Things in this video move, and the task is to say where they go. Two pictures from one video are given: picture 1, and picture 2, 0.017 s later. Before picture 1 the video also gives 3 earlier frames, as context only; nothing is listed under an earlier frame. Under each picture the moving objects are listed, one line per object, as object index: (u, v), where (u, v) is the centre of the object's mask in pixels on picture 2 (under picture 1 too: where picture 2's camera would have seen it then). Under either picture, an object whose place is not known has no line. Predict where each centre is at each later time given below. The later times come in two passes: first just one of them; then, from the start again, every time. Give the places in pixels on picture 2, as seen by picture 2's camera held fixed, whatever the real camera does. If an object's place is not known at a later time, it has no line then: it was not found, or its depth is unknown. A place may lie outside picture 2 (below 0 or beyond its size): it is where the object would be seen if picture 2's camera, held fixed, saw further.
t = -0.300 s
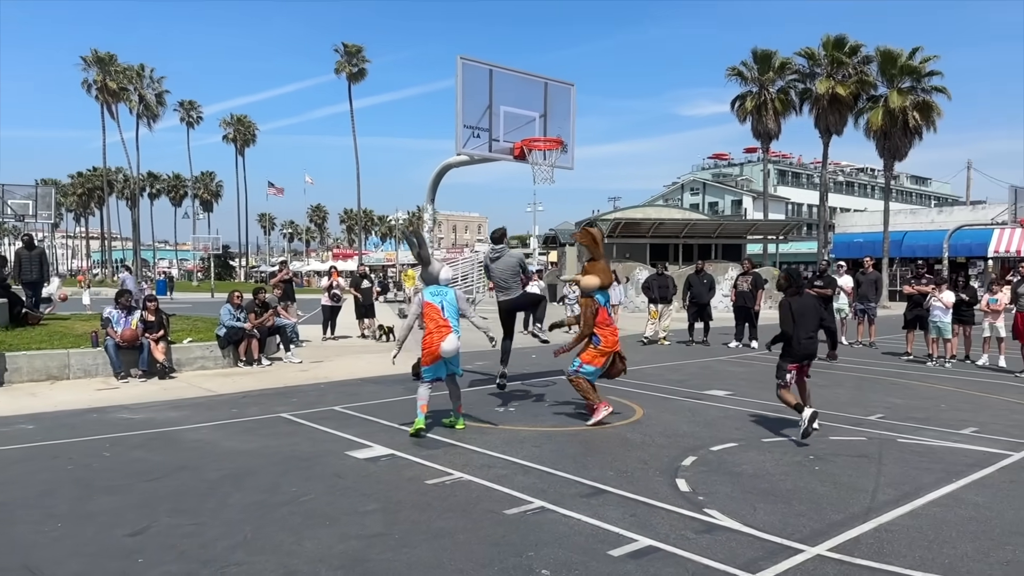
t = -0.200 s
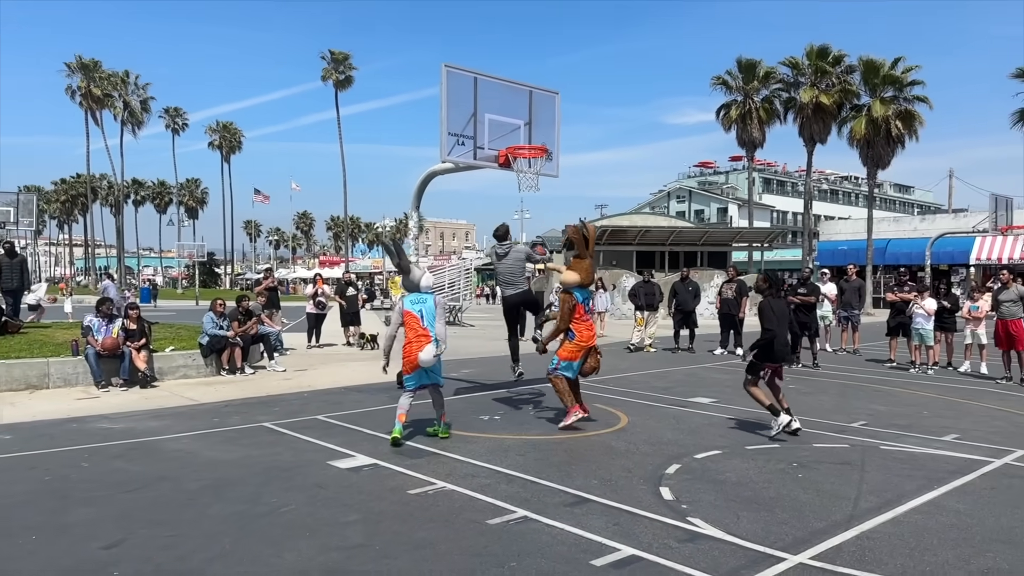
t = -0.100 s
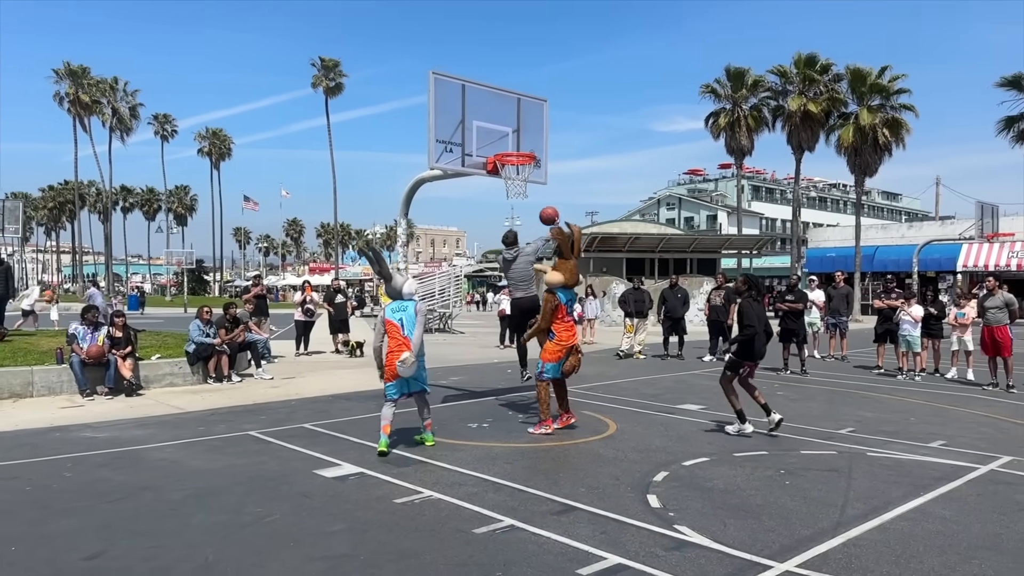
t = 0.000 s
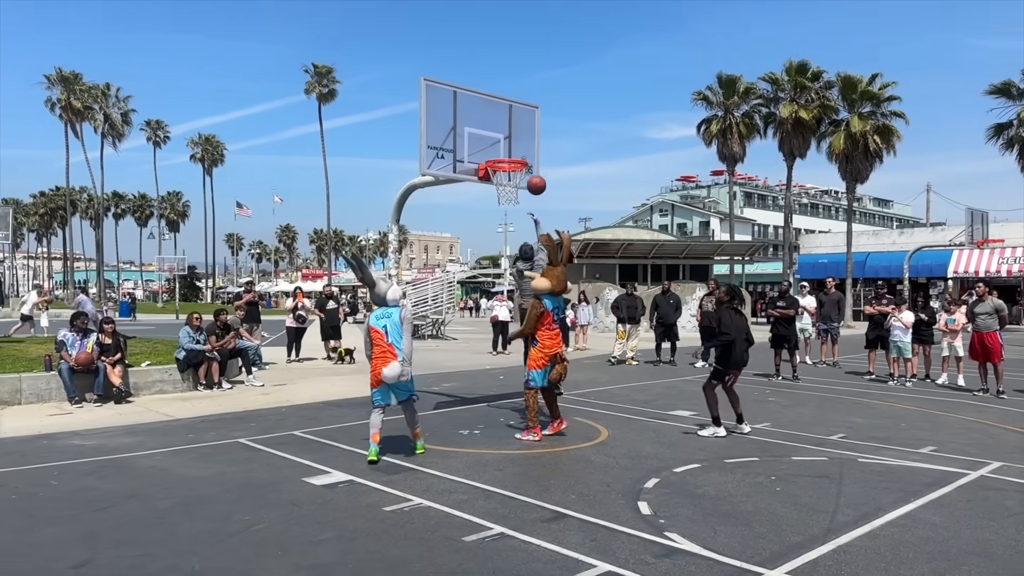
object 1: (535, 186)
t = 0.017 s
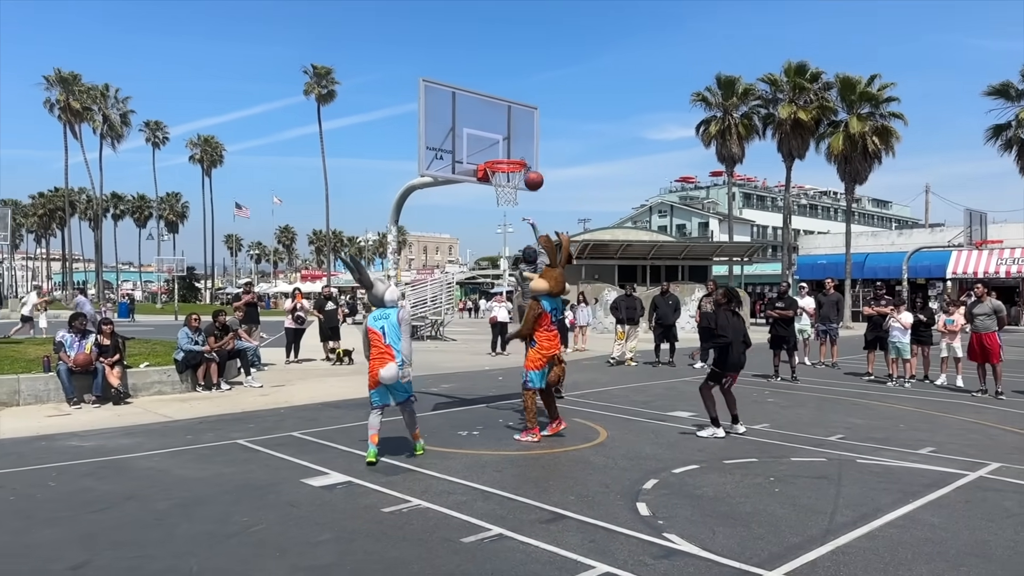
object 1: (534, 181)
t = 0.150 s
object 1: (520, 145)
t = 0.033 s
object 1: (532, 175)
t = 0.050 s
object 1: (532, 171)
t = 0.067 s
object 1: (531, 165)
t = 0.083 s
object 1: (529, 160)
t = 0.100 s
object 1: (526, 155)
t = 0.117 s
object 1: (524, 152)
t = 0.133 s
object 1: (522, 149)
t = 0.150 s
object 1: (520, 145)
